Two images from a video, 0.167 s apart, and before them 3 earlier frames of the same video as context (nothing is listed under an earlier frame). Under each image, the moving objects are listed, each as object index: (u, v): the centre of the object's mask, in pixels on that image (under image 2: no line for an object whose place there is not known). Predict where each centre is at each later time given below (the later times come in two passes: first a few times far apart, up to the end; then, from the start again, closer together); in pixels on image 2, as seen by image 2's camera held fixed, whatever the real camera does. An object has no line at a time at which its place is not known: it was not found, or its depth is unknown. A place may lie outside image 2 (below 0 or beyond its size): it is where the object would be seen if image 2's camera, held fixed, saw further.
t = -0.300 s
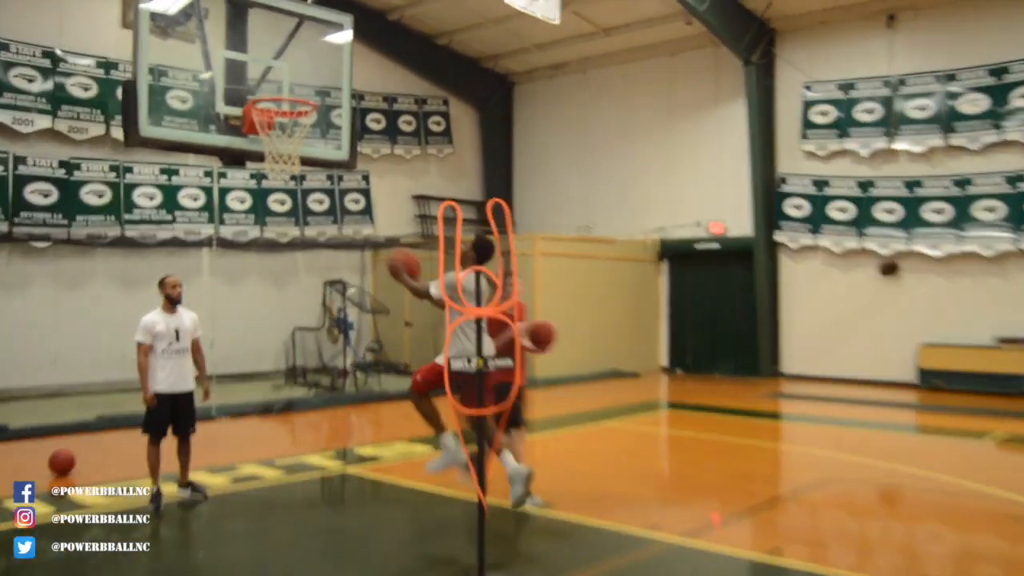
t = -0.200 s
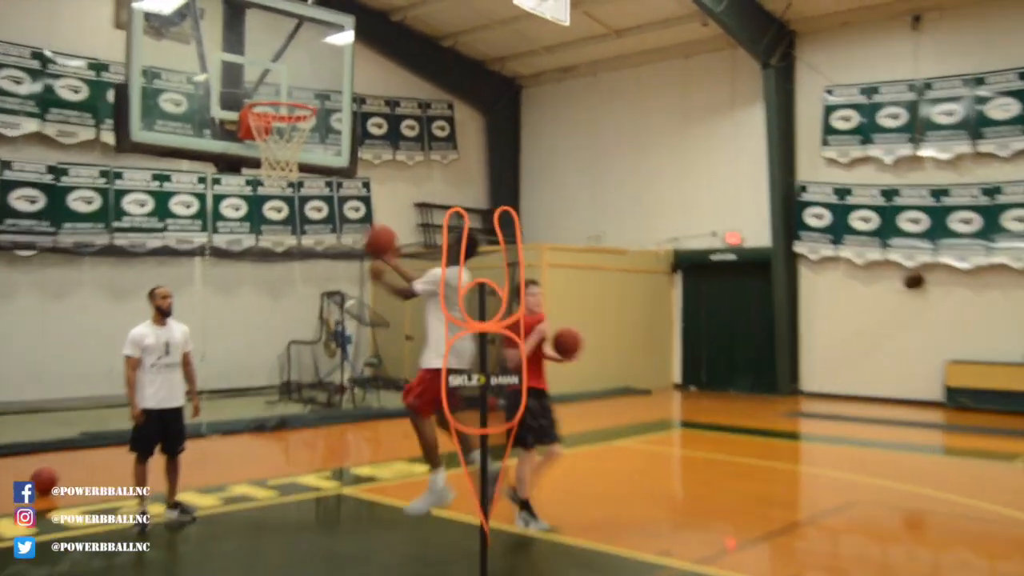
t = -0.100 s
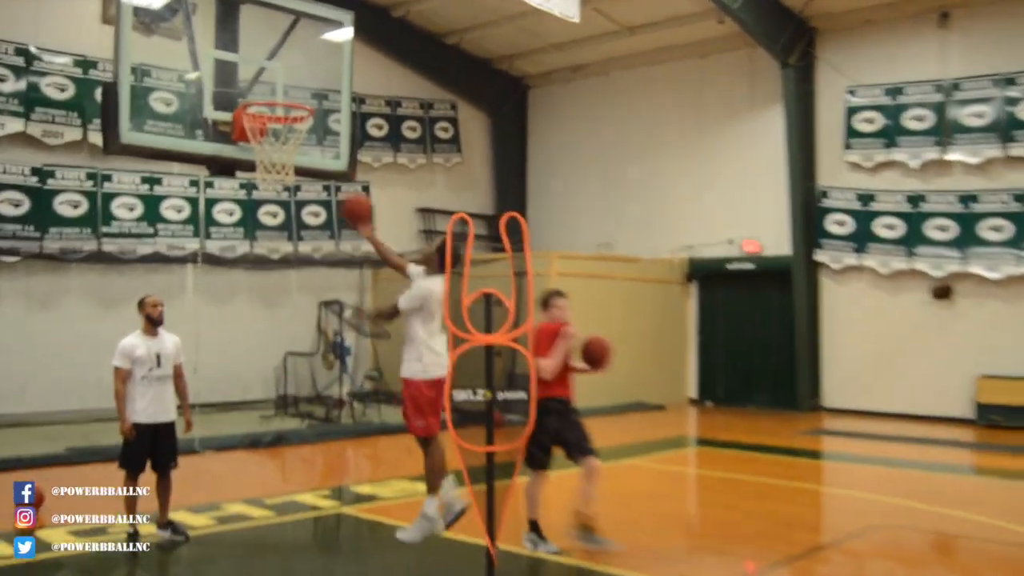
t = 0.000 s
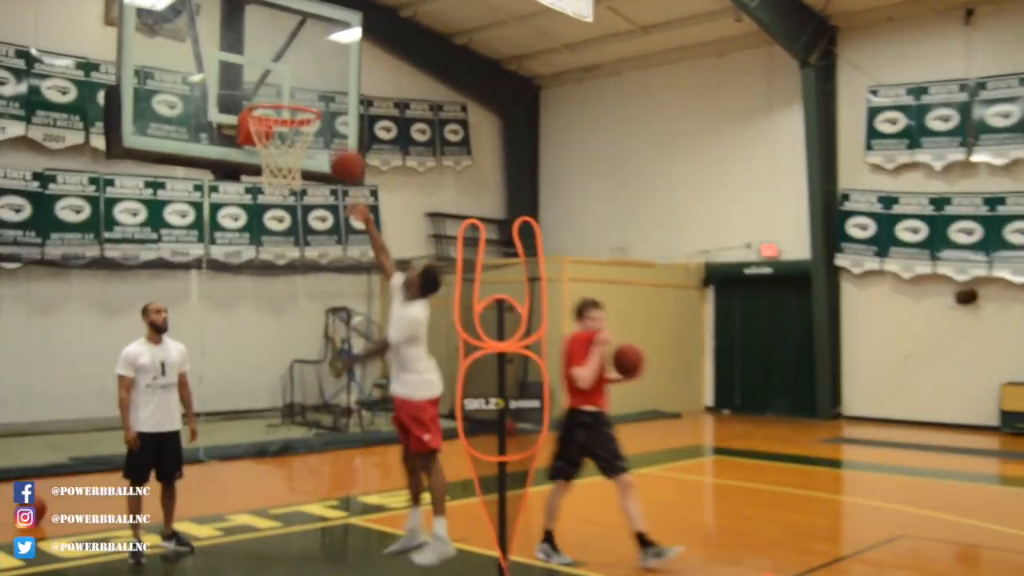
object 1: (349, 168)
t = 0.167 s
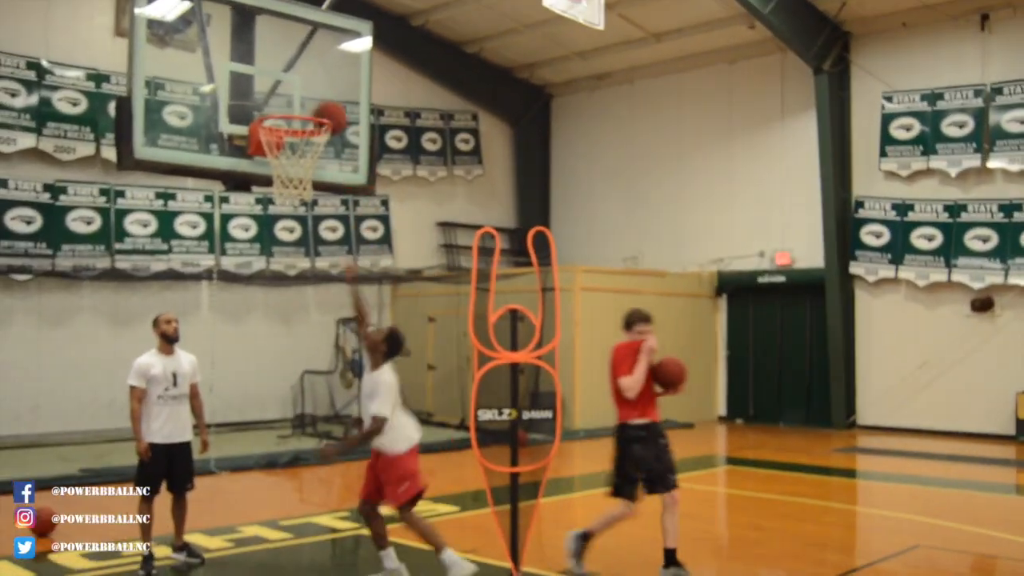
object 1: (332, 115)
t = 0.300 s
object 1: (307, 99)
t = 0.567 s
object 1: (299, 107)
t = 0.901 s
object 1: (283, 216)
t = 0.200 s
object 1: (325, 108)
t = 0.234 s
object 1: (318, 104)
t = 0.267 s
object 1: (312, 101)
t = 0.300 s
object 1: (307, 99)
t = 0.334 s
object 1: (305, 97)
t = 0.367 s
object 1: (304, 94)
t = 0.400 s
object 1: (303, 94)
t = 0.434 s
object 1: (303, 95)
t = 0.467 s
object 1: (302, 97)
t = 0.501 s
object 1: (301, 100)
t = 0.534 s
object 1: (300, 104)
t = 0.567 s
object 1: (299, 107)
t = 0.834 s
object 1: (287, 195)
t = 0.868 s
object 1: (285, 205)
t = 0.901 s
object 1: (283, 216)
